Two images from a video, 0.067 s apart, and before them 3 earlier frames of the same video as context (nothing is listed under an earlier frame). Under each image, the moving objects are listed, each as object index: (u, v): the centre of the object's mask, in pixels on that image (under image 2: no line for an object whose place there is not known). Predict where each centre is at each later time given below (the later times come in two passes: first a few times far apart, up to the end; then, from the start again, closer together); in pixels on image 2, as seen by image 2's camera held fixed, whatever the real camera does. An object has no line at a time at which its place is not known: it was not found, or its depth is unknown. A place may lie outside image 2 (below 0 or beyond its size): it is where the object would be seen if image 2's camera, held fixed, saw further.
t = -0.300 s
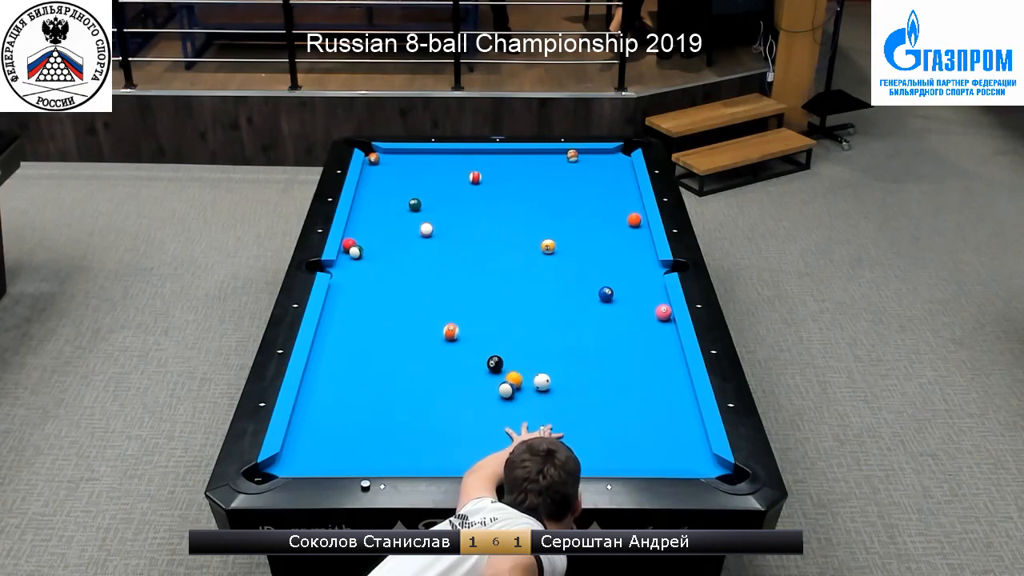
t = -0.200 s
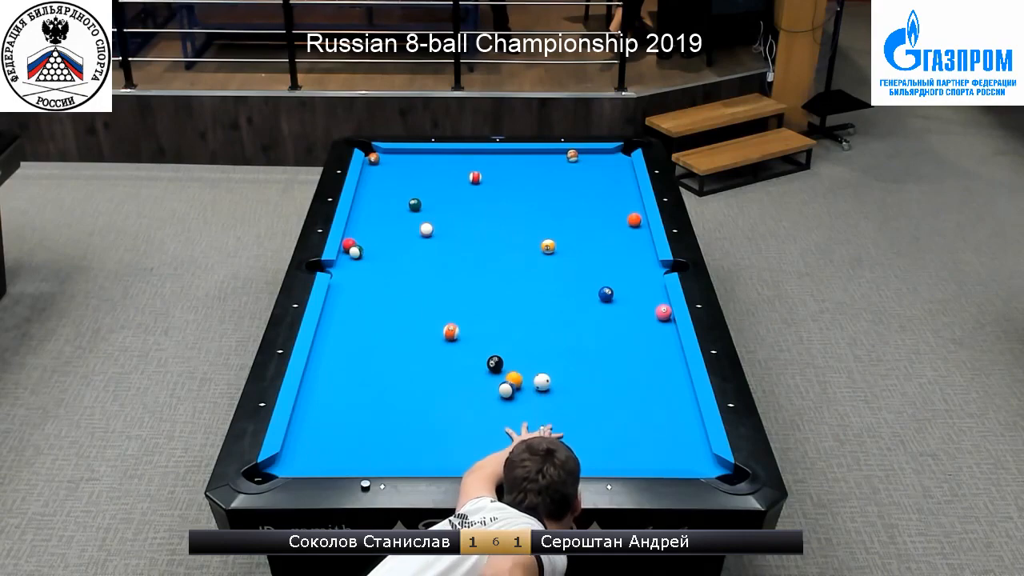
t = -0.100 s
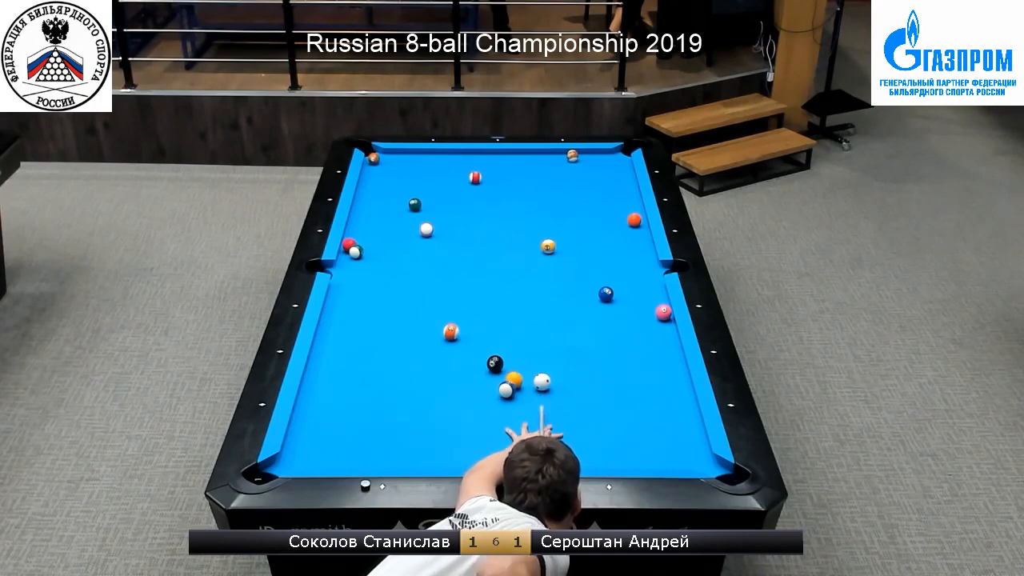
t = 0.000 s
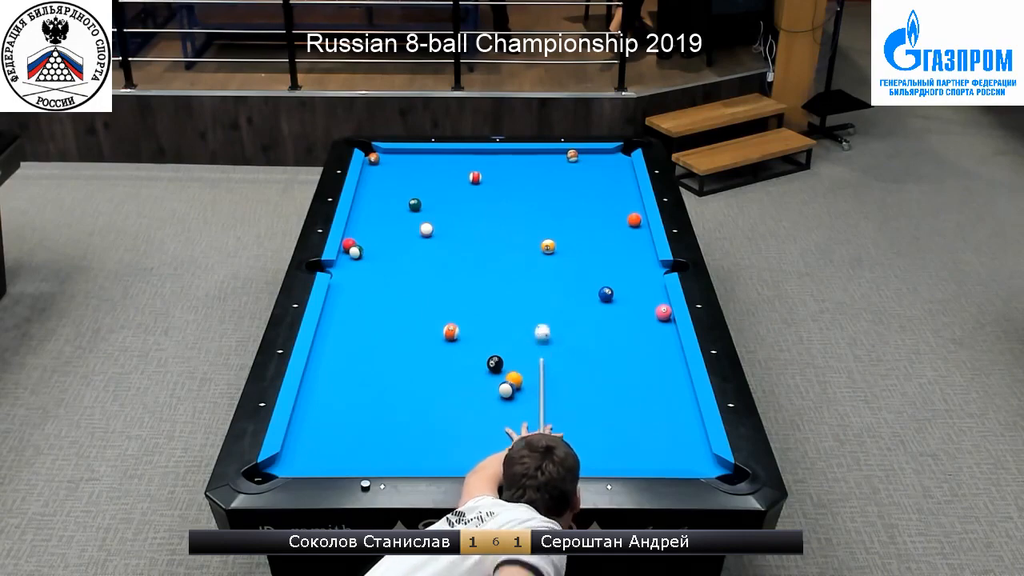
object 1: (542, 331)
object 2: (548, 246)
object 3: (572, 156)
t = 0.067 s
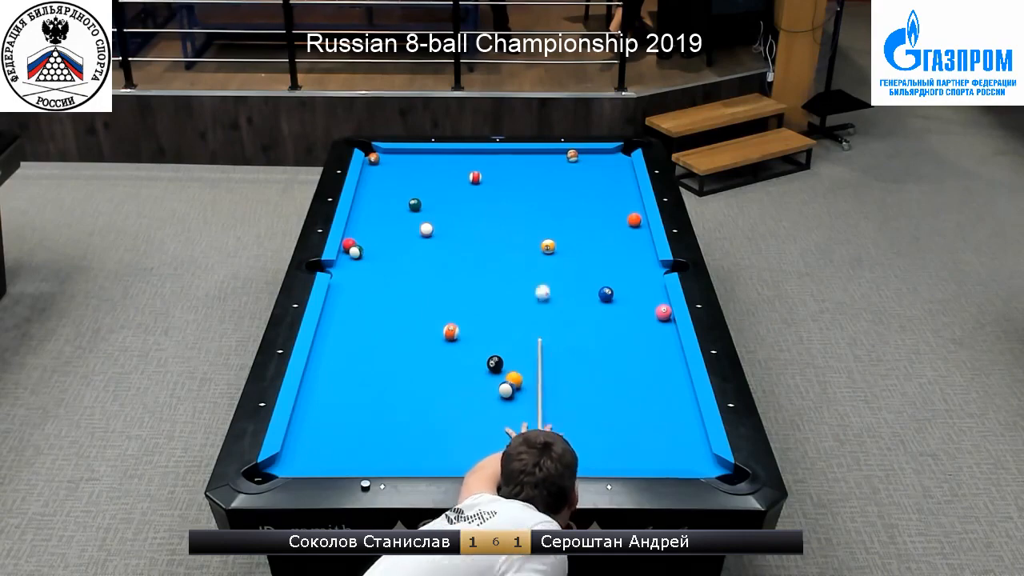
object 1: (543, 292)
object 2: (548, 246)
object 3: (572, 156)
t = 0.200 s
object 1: (526, 247)
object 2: (565, 226)
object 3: (572, 156)
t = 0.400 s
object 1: (470, 239)
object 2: (617, 166)
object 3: (572, 156)
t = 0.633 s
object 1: (419, 237)
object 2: (607, 153)
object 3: (572, 156)
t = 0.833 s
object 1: (376, 236)
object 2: (580, 151)
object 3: (572, 156)
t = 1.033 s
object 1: (358, 236)
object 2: (568, 151)
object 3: (565, 160)
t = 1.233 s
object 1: (379, 241)
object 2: (556, 153)
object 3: (559, 162)
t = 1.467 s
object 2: (545, 155)
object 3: (552, 165)
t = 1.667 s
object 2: (535, 156)
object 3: (547, 167)
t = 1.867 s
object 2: (527, 157)
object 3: (542, 170)
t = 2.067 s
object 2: (519, 158)
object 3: (538, 172)
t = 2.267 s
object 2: (511, 159)
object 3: (534, 173)
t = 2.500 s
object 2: (503, 160)
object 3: (530, 175)
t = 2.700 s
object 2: (497, 161)
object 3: (527, 177)
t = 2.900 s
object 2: (493, 161)
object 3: (524, 178)
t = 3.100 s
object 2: (488, 162)
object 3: (523, 179)
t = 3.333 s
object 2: (483, 162)
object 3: (521, 180)
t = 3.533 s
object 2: (480, 162)
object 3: (520, 180)
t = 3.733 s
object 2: (478, 162)
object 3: (520, 181)
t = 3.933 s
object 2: (476, 162)
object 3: (520, 181)
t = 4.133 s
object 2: (475, 162)
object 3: (520, 180)
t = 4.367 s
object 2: (475, 162)
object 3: (520, 180)
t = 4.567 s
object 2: (475, 162)
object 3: (520, 180)
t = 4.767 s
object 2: (475, 162)
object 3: (520, 180)
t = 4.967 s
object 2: (475, 162)
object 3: (520, 181)
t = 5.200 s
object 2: (475, 162)
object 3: (520, 181)
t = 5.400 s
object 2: (475, 162)
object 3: (520, 181)
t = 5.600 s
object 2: (475, 162)
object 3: (520, 181)
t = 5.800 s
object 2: (475, 162)
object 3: (520, 181)
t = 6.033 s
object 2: (475, 162)
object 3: (520, 180)
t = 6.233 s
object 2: (475, 162)
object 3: (520, 181)
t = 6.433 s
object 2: (475, 162)
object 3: (520, 180)
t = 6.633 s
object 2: (475, 162)
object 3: (520, 180)
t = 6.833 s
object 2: (475, 162)
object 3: (520, 180)
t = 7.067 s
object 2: (475, 162)
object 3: (520, 181)
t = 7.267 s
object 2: (475, 162)
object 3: (520, 181)
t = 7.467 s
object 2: (475, 162)
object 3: (520, 181)
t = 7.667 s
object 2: (475, 162)
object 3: (520, 180)
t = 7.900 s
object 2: (475, 162)
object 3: (520, 180)
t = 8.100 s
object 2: (475, 163)
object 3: (520, 181)
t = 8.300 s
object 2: (475, 163)
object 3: (520, 181)
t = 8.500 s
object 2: (475, 163)
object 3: (520, 181)
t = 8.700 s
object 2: (475, 162)
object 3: (520, 181)
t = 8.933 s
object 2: (475, 163)
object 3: (520, 180)
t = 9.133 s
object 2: (475, 163)
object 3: (520, 181)
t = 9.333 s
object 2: (475, 162)
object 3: (520, 181)
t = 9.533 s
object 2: (475, 162)
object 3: (520, 181)
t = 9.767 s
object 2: (475, 163)
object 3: (520, 181)
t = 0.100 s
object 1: (543, 274)
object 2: (548, 246)
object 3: (572, 156)
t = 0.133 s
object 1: (543, 257)
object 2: (548, 246)
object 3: (572, 156)
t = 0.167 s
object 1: (536, 250)
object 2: (555, 238)
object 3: (572, 156)
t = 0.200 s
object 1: (526, 247)
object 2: (565, 226)
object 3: (572, 156)
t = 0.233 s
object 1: (515, 246)
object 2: (575, 214)
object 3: (572, 156)
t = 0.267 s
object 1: (506, 244)
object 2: (584, 204)
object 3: (572, 156)
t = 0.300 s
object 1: (496, 242)
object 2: (593, 193)
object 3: (572, 156)
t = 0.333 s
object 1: (487, 241)
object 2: (602, 184)
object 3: (572, 156)
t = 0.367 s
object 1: (479, 240)
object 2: (609, 175)
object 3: (572, 156)
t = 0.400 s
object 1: (470, 239)
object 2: (617, 166)
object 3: (572, 156)
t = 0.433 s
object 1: (463, 238)
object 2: (624, 158)
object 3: (572, 156)
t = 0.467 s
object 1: (455, 238)
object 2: (620, 152)
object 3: (572, 156)
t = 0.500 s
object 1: (448, 238)
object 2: (622, 152)
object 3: (572, 156)
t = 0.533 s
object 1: (441, 238)
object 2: (624, 154)
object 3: (572, 156)
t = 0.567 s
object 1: (433, 238)
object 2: (618, 154)
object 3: (572, 156)
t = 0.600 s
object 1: (426, 238)
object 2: (612, 153)
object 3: (572, 156)
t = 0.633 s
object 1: (419, 237)
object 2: (607, 153)
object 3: (572, 156)
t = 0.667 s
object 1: (412, 237)
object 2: (601, 152)
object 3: (572, 156)
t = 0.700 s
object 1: (404, 237)
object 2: (596, 152)
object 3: (572, 156)
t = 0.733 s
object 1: (397, 237)
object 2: (592, 152)
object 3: (572, 156)
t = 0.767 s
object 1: (390, 237)
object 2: (588, 152)
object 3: (572, 156)
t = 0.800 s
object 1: (383, 236)
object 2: (584, 152)
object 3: (572, 156)
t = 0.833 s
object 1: (376, 236)
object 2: (580, 151)
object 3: (572, 156)
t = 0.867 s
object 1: (369, 236)
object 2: (578, 151)
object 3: (571, 156)
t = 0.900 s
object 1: (362, 236)
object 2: (576, 151)
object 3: (570, 157)
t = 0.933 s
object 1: (356, 235)
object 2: (574, 151)
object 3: (568, 158)
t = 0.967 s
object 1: (349, 234)
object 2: (572, 151)
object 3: (567, 158)
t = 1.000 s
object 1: (353, 234)
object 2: (570, 151)
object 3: (566, 159)
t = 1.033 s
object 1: (358, 236)
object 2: (568, 151)
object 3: (565, 160)
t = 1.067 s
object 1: (361, 237)
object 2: (566, 151)
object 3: (564, 160)
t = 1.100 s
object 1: (365, 238)
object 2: (564, 151)
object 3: (563, 160)
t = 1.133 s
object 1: (368, 239)
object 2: (562, 151)
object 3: (562, 161)
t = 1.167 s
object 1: (372, 240)
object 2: (560, 152)
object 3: (561, 161)
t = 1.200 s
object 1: (375, 240)
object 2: (558, 152)
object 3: (560, 162)
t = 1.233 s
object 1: (379, 241)
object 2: (556, 153)
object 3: (559, 162)
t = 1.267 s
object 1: (382, 242)
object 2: (554, 153)
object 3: (558, 162)
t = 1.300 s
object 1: (386, 242)
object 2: (553, 153)
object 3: (557, 163)
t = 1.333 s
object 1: (388, 243)
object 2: (551, 154)
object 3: (556, 163)
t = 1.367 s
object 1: (388, 243)
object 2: (550, 154)
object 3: (555, 163)
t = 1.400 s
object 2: (548, 154)
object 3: (554, 164)
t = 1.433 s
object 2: (546, 155)
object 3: (553, 165)
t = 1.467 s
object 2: (545, 155)
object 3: (552, 165)
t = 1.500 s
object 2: (543, 155)
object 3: (551, 166)
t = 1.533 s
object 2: (542, 155)
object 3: (550, 166)
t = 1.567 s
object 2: (540, 155)
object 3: (549, 166)
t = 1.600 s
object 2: (539, 156)
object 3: (549, 167)
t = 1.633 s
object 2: (537, 156)
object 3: (548, 167)
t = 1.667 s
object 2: (535, 156)
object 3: (547, 167)
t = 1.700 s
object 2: (534, 156)
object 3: (546, 168)
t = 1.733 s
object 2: (532, 157)
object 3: (545, 168)
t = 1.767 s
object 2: (531, 157)
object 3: (544, 168)
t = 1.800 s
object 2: (530, 157)
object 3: (544, 169)
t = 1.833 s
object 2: (528, 157)
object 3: (543, 169)
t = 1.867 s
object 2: (527, 157)
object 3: (542, 170)
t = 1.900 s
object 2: (525, 157)
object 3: (541, 170)
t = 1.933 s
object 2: (524, 158)
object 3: (540, 170)
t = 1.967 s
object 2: (523, 158)
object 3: (540, 171)
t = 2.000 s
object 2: (521, 158)
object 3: (539, 171)
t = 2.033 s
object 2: (520, 158)
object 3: (538, 172)
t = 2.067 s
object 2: (519, 158)
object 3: (538, 172)
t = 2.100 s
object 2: (518, 158)
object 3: (537, 172)
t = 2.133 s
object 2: (516, 159)
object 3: (536, 172)
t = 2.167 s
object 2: (515, 159)
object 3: (536, 173)
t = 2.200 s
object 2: (514, 159)
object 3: (535, 173)
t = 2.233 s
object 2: (512, 159)
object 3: (534, 173)
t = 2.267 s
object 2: (511, 159)
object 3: (534, 173)
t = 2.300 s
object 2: (510, 159)
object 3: (533, 174)
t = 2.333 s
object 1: (483, 258)
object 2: (509, 159)
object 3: (532, 174)
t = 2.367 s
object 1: (488, 260)
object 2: (508, 159)
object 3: (532, 174)
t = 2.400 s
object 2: (507, 160)
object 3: (531, 174)
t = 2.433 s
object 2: (506, 160)
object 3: (531, 174)
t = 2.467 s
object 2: (504, 160)
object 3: (530, 175)
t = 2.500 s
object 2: (503, 160)
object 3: (530, 175)
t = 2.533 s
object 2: (502, 160)
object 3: (529, 176)
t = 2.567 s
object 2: (502, 160)
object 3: (529, 176)
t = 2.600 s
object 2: (500, 160)
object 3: (528, 177)
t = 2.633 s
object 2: (499, 161)
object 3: (528, 177)
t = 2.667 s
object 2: (499, 160)
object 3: (527, 177)
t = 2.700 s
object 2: (497, 161)
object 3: (527, 177)
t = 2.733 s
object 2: (497, 161)
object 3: (526, 177)
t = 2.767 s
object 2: (496, 161)
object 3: (526, 178)
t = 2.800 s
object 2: (495, 161)
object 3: (526, 178)
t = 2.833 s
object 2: (494, 161)
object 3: (525, 179)
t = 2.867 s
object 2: (493, 161)
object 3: (525, 179)
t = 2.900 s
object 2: (493, 161)
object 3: (524, 178)
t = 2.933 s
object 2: (492, 161)
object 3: (524, 178)
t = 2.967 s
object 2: (491, 161)
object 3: (524, 179)
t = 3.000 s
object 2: (490, 161)
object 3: (523, 179)
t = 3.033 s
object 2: (489, 161)
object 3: (523, 179)
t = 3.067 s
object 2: (488, 162)
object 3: (523, 179)
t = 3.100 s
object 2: (488, 162)
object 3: (523, 179)
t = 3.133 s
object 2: (487, 162)
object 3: (522, 180)
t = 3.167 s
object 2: (486, 162)
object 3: (522, 179)
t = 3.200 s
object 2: (486, 162)
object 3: (522, 180)
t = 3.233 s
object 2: (485, 162)
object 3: (522, 180)
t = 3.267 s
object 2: (484, 162)
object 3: (521, 180)
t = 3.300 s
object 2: (484, 162)
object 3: (521, 180)
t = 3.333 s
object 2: (483, 162)
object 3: (521, 180)
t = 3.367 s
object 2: (483, 162)
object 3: (521, 180)
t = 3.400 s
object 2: (482, 162)
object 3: (520, 180)
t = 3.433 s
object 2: (481, 162)
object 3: (520, 180)
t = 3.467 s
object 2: (481, 162)
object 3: (520, 180)
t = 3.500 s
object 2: (480, 162)
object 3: (520, 181)
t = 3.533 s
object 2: (480, 162)
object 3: (520, 180)
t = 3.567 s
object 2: (480, 162)
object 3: (520, 180)
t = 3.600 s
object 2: (479, 163)
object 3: (520, 180)
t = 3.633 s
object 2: (479, 162)
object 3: (520, 180)
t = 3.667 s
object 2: (478, 162)
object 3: (520, 180)
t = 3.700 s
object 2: (478, 162)
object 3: (520, 181)
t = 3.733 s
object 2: (478, 162)
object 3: (520, 181)
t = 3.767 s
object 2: (477, 162)
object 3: (520, 180)
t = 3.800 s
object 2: (477, 162)
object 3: (520, 181)
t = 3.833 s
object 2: (477, 162)
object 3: (519, 180)
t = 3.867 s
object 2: (477, 162)
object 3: (520, 181)
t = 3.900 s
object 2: (476, 162)
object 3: (520, 181)
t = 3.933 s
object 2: (476, 162)
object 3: (520, 181)
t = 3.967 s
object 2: (476, 162)
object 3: (520, 181)
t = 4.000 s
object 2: (476, 162)
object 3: (520, 181)
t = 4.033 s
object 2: (475, 162)
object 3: (520, 180)
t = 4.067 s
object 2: (475, 162)
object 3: (520, 181)
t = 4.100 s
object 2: (475, 162)
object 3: (520, 180)
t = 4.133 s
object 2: (475, 162)
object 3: (520, 180)
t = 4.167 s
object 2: (475, 162)
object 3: (520, 180)
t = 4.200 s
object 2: (475, 162)
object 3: (520, 180)
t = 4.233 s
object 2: (475, 162)
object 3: (520, 180)
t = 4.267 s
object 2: (475, 162)
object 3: (520, 180)
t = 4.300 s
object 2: (475, 162)
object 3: (520, 180)
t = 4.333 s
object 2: (475, 162)
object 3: (520, 180)
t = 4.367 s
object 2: (475, 162)
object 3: (520, 180)
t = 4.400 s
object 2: (475, 162)
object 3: (520, 180)
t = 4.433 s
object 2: (475, 162)
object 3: (520, 180)
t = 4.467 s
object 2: (475, 162)
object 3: (520, 180)
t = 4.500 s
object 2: (475, 162)
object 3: (520, 181)
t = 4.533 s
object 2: (475, 162)
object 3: (520, 180)
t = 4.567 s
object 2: (475, 162)
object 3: (520, 180)
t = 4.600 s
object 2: (475, 162)
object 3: (520, 180)
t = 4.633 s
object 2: (475, 162)
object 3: (520, 180)
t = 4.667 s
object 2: (475, 162)
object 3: (520, 181)
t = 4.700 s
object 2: (475, 162)
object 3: (520, 180)
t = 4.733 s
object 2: (475, 162)
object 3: (520, 180)
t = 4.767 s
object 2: (475, 162)
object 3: (520, 180)
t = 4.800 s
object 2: (475, 162)
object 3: (520, 180)
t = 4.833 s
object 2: (475, 162)
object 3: (520, 181)
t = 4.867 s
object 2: (475, 162)
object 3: (520, 180)
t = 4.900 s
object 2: (475, 162)
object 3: (520, 180)
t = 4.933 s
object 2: (475, 162)
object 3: (520, 180)
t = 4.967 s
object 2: (475, 162)
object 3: (520, 181)
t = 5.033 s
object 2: (475, 162)
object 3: (520, 181)
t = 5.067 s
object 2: (475, 162)
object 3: (520, 181)
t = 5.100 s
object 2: (475, 162)
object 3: (520, 181)
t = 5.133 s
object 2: (475, 162)
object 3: (520, 181)
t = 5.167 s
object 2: (475, 162)
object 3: (520, 181)
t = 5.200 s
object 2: (475, 162)
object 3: (520, 181)
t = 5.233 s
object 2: (475, 162)
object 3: (520, 181)
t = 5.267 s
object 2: (475, 162)
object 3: (520, 181)
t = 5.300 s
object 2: (475, 162)
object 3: (520, 181)
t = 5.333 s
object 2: (475, 162)
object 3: (520, 181)
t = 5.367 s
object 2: (475, 162)
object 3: (520, 181)
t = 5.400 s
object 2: (475, 162)
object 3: (520, 181)
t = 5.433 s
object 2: (475, 162)
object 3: (520, 181)
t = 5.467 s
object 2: (475, 162)
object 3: (520, 181)
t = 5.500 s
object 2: (475, 162)
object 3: (520, 181)
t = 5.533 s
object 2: (475, 162)
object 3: (520, 181)
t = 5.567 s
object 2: (475, 162)
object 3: (520, 181)
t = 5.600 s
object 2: (475, 162)
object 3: (520, 181)
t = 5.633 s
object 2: (475, 162)
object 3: (520, 181)
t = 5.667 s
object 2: (475, 162)
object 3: (520, 181)
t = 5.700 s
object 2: (475, 162)
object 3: (520, 181)
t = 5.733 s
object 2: (475, 162)
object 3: (520, 181)
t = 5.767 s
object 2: (475, 162)
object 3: (520, 181)
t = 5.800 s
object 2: (475, 162)
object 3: (520, 181)
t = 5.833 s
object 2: (475, 162)
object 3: (520, 181)
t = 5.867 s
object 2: (475, 162)
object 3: (520, 180)
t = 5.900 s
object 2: (475, 162)
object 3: (520, 181)
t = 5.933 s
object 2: (475, 162)
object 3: (520, 180)
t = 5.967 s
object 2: (475, 162)
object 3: (520, 180)
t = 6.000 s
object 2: (475, 162)
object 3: (520, 180)
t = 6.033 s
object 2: (475, 162)
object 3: (520, 180)
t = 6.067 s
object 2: (475, 162)
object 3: (520, 180)
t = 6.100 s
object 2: (475, 162)
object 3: (520, 181)
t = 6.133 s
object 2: (475, 162)
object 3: (520, 181)
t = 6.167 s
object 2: (475, 162)
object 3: (520, 180)
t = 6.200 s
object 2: (475, 162)
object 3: (520, 181)
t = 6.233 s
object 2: (475, 162)
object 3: (520, 181)
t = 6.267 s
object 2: (475, 162)
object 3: (520, 180)
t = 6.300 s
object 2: (475, 162)
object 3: (520, 181)
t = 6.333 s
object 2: (475, 162)
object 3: (520, 181)
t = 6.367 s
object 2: (475, 162)
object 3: (520, 181)
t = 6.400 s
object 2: (475, 162)
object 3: (520, 181)
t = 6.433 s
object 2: (475, 162)
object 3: (520, 180)
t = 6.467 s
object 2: (475, 162)
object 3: (520, 181)
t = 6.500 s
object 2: (475, 162)
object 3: (520, 181)
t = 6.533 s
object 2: (475, 162)
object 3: (520, 181)
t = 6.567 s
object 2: (475, 162)
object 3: (520, 181)
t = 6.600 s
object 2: (475, 162)
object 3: (520, 180)
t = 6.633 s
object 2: (475, 162)
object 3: (520, 180)
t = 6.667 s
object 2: (475, 162)
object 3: (520, 181)
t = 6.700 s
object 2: (475, 162)
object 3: (520, 181)
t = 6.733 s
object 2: (475, 162)
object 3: (520, 180)
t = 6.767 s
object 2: (475, 162)
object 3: (520, 181)
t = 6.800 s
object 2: (475, 162)
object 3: (520, 180)
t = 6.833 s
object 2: (475, 162)
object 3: (520, 180)
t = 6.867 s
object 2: (475, 162)
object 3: (520, 181)
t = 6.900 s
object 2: (475, 162)
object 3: (520, 181)
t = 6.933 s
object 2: (475, 162)
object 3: (520, 180)
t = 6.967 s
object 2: (475, 162)
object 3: (520, 180)
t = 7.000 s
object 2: (475, 162)
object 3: (520, 180)
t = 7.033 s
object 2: (475, 162)
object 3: (520, 181)
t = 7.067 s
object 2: (475, 162)
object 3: (520, 181)
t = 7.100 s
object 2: (475, 162)
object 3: (520, 181)
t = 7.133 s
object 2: (475, 162)
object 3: (520, 180)
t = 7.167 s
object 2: (475, 162)
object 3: (520, 180)
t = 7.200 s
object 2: (475, 162)
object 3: (520, 180)
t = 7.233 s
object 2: (475, 162)
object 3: (520, 181)
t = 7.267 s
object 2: (475, 162)
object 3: (520, 181)
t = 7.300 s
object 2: (475, 162)
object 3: (520, 181)
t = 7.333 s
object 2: (475, 162)
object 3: (520, 181)
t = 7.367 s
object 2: (475, 162)
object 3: (520, 181)
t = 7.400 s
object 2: (475, 162)
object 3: (520, 181)
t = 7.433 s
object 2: (475, 162)
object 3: (520, 181)
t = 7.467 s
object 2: (475, 162)
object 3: (520, 181)
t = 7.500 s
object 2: (475, 162)
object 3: (520, 181)
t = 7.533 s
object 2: (475, 163)
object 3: (520, 181)
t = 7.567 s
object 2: (475, 163)
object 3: (520, 181)
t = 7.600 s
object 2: (475, 163)
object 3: (520, 180)
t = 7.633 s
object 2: (475, 163)
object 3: (520, 180)
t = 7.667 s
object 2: (475, 162)
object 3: (520, 180)
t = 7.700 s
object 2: (475, 163)
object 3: (520, 180)
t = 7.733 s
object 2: (475, 163)
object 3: (520, 181)
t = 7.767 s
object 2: (475, 163)
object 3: (520, 180)
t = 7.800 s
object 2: (475, 162)
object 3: (520, 180)
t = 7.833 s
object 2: (475, 163)
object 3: (520, 180)
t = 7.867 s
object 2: (475, 163)
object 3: (520, 180)
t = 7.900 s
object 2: (475, 162)
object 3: (520, 180)
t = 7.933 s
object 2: (475, 163)
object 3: (520, 181)
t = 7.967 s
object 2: (475, 163)
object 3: (520, 180)
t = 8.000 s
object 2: (475, 163)
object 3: (520, 181)
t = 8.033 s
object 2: (475, 163)
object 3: (520, 181)
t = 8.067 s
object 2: (475, 163)
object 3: (520, 181)
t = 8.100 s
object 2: (475, 163)
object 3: (520, 181)
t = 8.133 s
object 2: (475, 162)
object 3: (520, 181)
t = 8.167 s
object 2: (475, 163)
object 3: (520, 181)
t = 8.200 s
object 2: (475, 163)
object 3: (520, 181)
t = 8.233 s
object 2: (475, 162)
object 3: (520, 181)
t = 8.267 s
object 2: (475, 162)
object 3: (520, 181)
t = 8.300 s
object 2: (475, 163)
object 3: (520, 181)
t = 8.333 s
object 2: (475, 162)
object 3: (520, 181)
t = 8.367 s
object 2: (475, 163)
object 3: (520, 181)
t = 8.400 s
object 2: (475, 162)
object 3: (520, 181)
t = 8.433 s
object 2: (475, 163)
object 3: (520, 180)
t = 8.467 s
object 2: (475, 163)
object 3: (520, 180)
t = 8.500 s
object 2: (475, 163)
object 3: (520, 181)
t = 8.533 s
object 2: (475, 163)
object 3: (520, 180)
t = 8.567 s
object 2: (475, 163)
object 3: (520, 180)
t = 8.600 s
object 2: (475, 163)
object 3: (520, 181)
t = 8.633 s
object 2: (475, 162)
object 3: (520, 180)
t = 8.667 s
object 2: (475, 163)
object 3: (520, 181)
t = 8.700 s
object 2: (475, 162)
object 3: (520, 181)
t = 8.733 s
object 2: (475, 162)
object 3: (520, 181)
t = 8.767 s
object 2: (475, 162)
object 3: (520, 180)
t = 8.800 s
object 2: (475, 163)
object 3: (520, 181)
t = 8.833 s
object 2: (475, 162)
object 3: (520, 180)
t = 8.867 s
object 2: (475, 162)
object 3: (520, 181)
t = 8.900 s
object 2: (475, 163)
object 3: (520, 181)
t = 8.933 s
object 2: (475, 163)
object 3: (520, 180)
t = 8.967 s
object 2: (475, 163)
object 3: (520, 181)
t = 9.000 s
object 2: (475, 162)
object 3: (520, 181)
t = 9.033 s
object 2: (475, 162)
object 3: (520, 181)
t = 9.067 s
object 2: (475, 162)
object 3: (520, 181)
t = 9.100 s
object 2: (475, 163)
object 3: (520, 181)
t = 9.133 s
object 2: (475, 163)
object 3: (520, 181)
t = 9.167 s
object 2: (475, 163)
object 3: (520, 181)
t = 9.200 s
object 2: (475, 162)
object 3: (520, 181)
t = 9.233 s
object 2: (475, 163)
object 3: (520, 181)
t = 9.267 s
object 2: (475, 163)
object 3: (520, 181)
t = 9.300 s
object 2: (475, 162)
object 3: (520, 181)
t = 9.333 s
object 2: (475, 162)
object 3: (520, 181)
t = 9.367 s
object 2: (475, 162)
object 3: (520, 181)
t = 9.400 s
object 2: (475, 162)
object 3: (520, 181)
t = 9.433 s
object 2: (475, 162)
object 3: (520, 181)
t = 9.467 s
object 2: (475, 162)
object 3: (520, 181)
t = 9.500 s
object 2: (475, 162)
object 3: (520, 181)
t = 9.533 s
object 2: (475, 162)
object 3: (520, 181)
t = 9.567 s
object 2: (475, 163)
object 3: (520, 181)
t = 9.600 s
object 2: (475, 163)
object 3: (520, 181)
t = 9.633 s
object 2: (475, 163)
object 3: (520, 181)
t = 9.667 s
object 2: (475, 163)
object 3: (520, 181)
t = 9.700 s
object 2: (475, 163)
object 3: (520, 181)
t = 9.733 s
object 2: (475, 162)
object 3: (520, 181)
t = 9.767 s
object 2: (475, 163)
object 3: (520, 181)
